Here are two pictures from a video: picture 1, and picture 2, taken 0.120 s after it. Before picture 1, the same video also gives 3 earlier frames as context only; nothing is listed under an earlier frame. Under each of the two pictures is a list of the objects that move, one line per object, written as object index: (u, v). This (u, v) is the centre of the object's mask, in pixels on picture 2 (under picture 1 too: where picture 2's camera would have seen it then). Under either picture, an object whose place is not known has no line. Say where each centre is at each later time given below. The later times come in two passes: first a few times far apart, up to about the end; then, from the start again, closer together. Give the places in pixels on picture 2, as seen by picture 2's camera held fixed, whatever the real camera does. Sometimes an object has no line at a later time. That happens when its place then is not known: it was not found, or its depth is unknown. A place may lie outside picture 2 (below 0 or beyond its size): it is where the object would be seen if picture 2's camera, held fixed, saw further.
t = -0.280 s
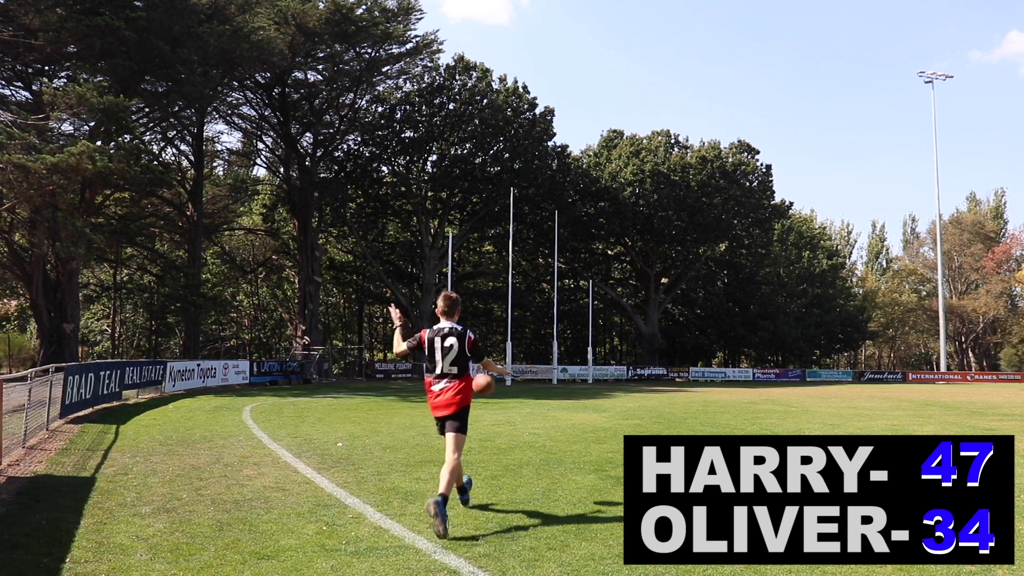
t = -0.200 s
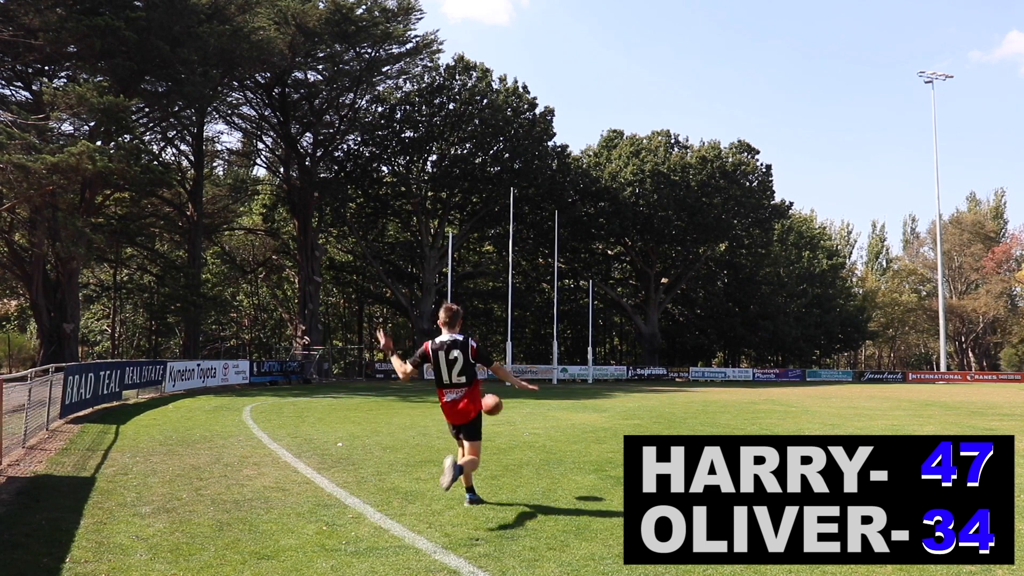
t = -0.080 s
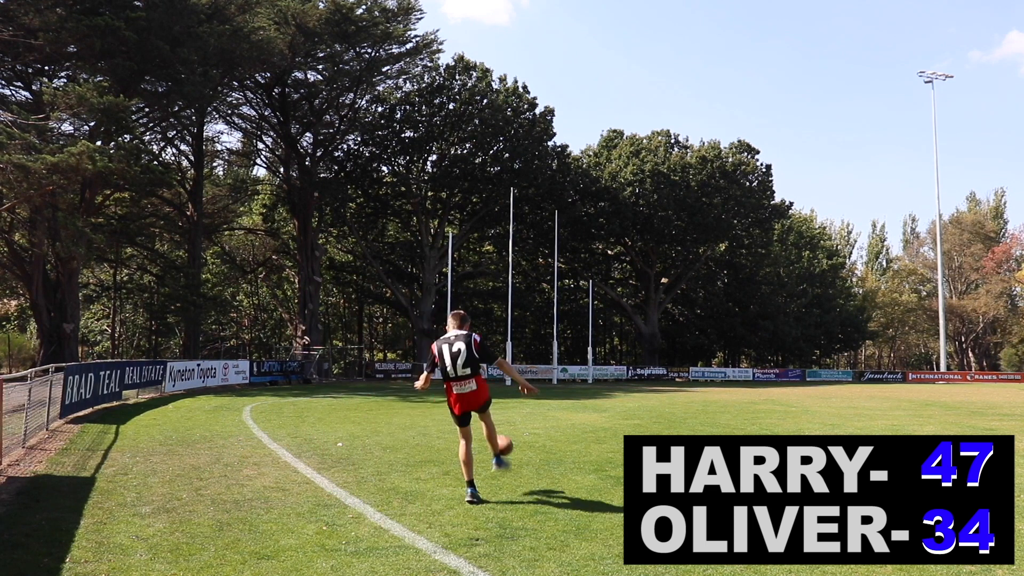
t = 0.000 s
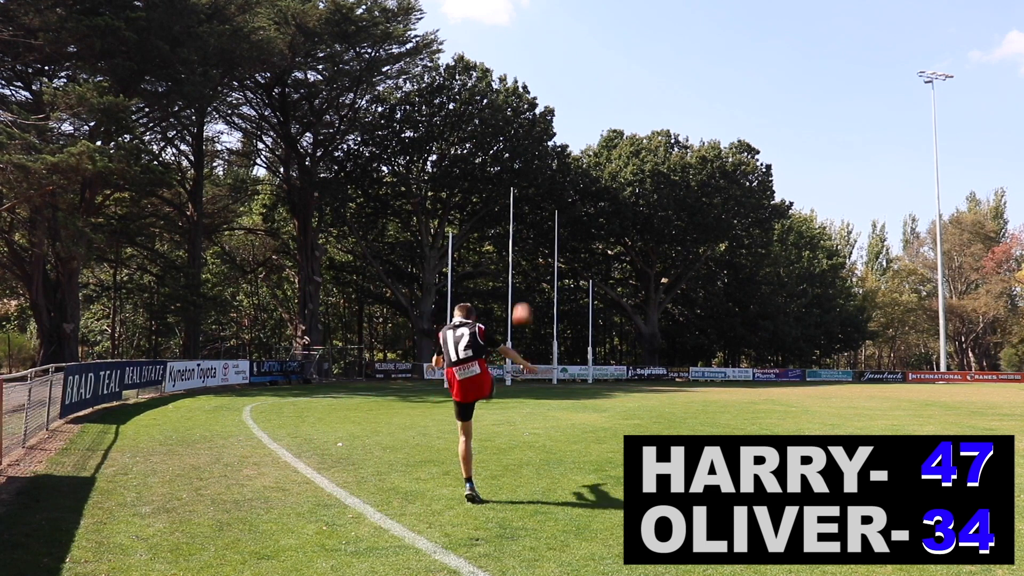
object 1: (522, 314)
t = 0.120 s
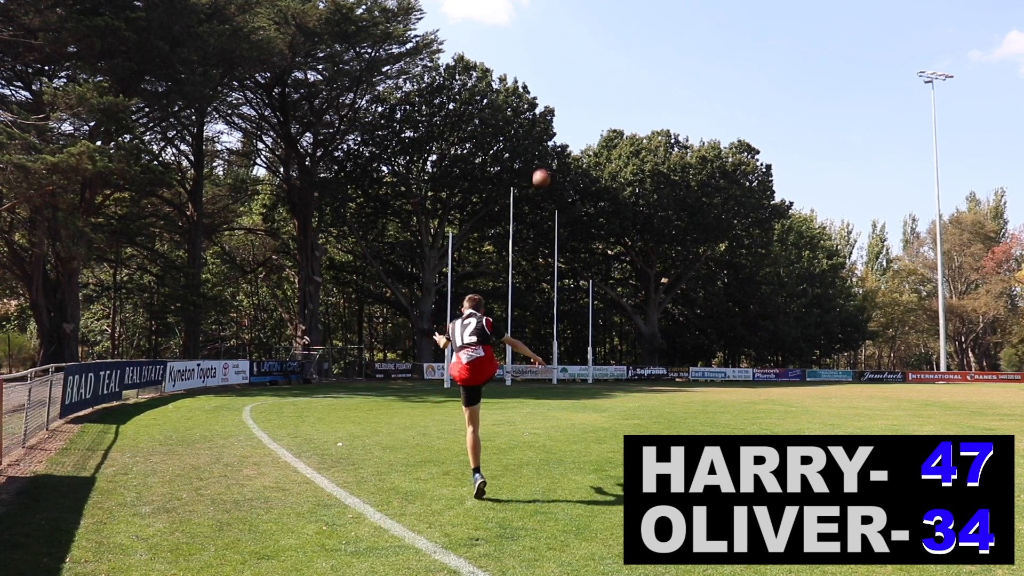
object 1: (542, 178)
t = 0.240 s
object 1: (551, 99)
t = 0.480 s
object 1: (556, 26)
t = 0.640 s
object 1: (555, 6)
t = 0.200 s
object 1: (548, 120)
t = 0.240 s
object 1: (551, 99)
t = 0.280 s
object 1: (553, 81)
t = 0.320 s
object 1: (555, 66)
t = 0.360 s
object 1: (556, 53)
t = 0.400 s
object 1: (556, 42)
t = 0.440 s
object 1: (556, 33)
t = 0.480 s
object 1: (556, 26)
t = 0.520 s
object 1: (556, 20)
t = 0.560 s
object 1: (556, 14)
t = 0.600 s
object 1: (556, 10)
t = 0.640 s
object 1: (555, 6)
